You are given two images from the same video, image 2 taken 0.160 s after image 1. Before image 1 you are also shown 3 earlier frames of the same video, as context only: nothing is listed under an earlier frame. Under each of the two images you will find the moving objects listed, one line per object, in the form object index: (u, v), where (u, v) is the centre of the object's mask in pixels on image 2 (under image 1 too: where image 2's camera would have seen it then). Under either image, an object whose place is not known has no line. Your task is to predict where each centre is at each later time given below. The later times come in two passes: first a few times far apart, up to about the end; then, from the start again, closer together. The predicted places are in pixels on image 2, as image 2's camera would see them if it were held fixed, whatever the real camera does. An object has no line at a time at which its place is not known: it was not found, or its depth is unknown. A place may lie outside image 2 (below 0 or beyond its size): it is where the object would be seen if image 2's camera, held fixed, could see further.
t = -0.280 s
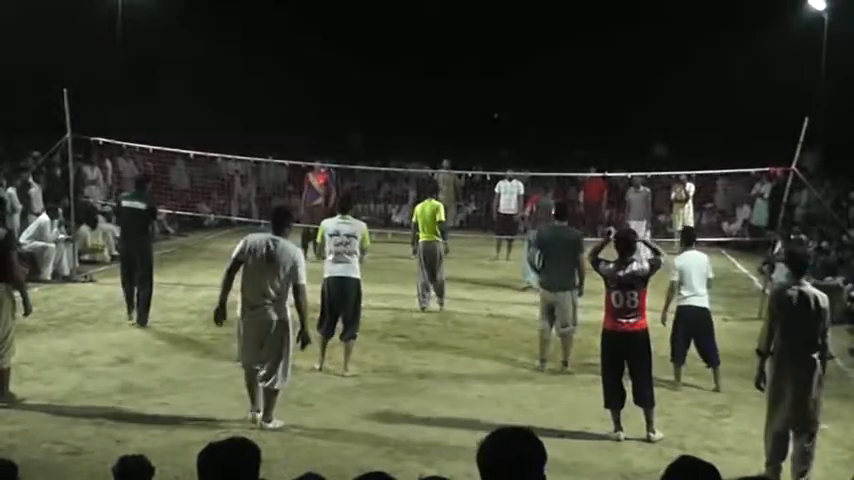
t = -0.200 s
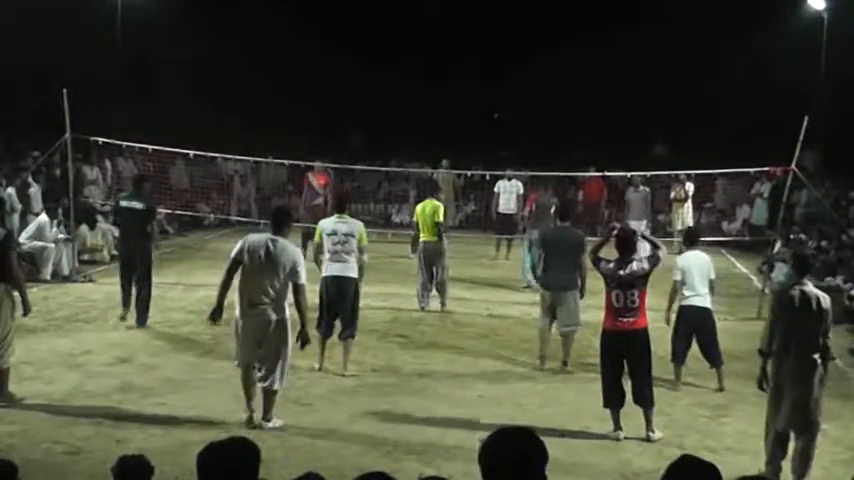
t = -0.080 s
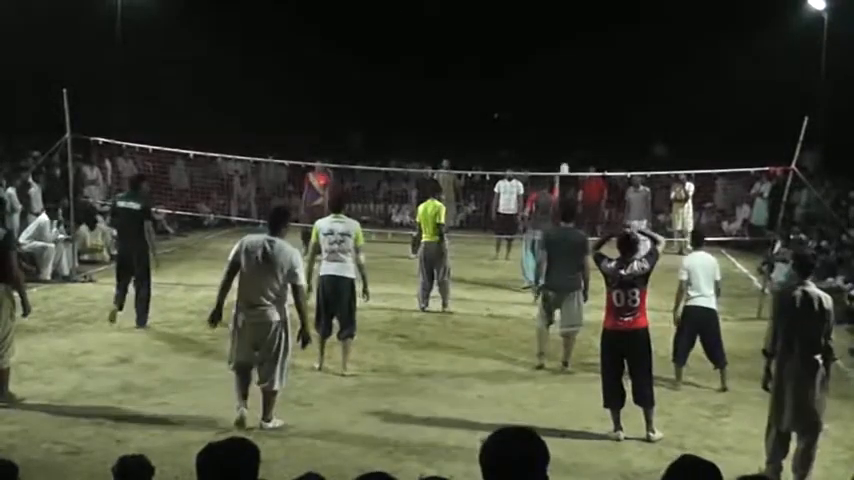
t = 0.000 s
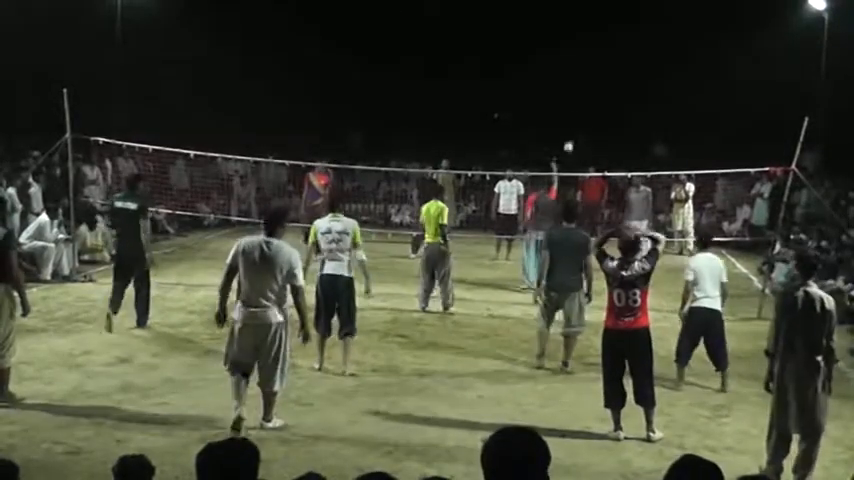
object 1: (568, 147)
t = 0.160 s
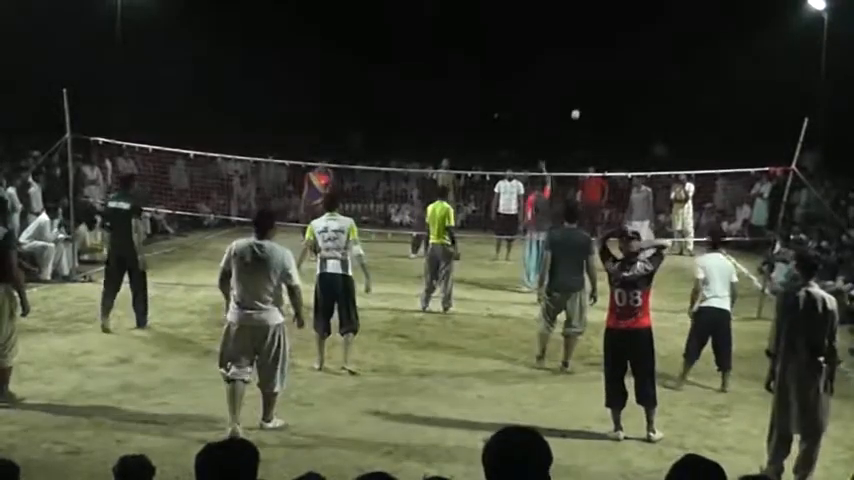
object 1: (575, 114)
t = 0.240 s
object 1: (577, 103)
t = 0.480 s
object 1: (585, 96)
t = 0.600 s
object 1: (588, 104)
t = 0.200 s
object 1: (575, 109)
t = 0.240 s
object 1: (577, 103)
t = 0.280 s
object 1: (579, 100)
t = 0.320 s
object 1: (580, 98)
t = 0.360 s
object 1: (581, 96)
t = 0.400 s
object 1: (582, 95)
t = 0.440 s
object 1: (584, 95)
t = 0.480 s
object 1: (585, 96)
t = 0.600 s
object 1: (588, 104)
